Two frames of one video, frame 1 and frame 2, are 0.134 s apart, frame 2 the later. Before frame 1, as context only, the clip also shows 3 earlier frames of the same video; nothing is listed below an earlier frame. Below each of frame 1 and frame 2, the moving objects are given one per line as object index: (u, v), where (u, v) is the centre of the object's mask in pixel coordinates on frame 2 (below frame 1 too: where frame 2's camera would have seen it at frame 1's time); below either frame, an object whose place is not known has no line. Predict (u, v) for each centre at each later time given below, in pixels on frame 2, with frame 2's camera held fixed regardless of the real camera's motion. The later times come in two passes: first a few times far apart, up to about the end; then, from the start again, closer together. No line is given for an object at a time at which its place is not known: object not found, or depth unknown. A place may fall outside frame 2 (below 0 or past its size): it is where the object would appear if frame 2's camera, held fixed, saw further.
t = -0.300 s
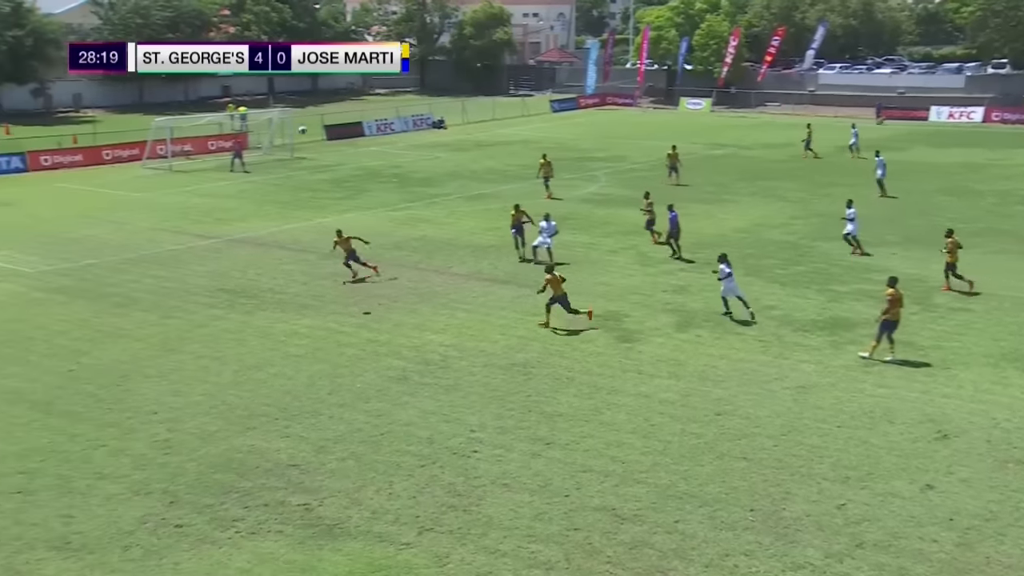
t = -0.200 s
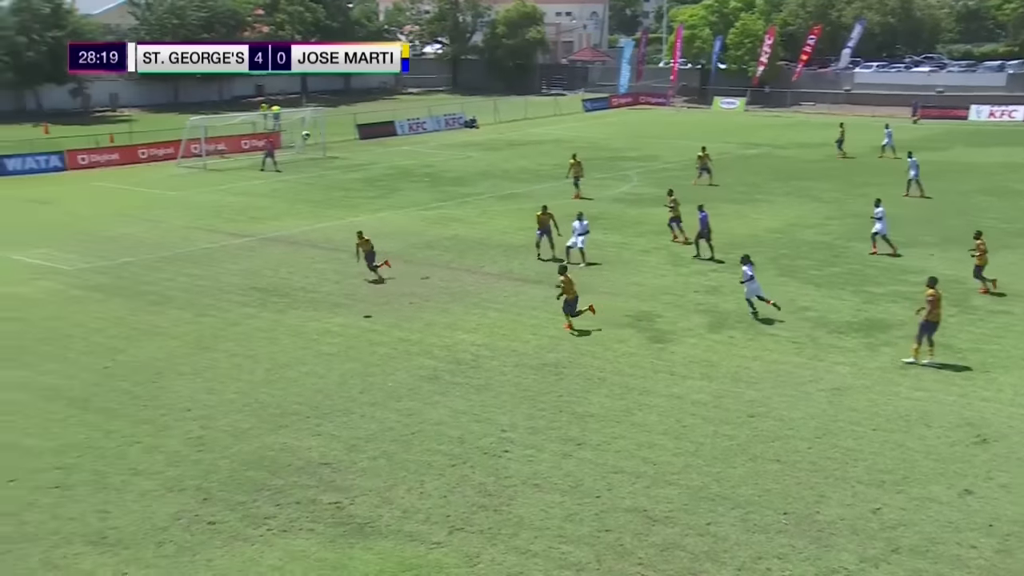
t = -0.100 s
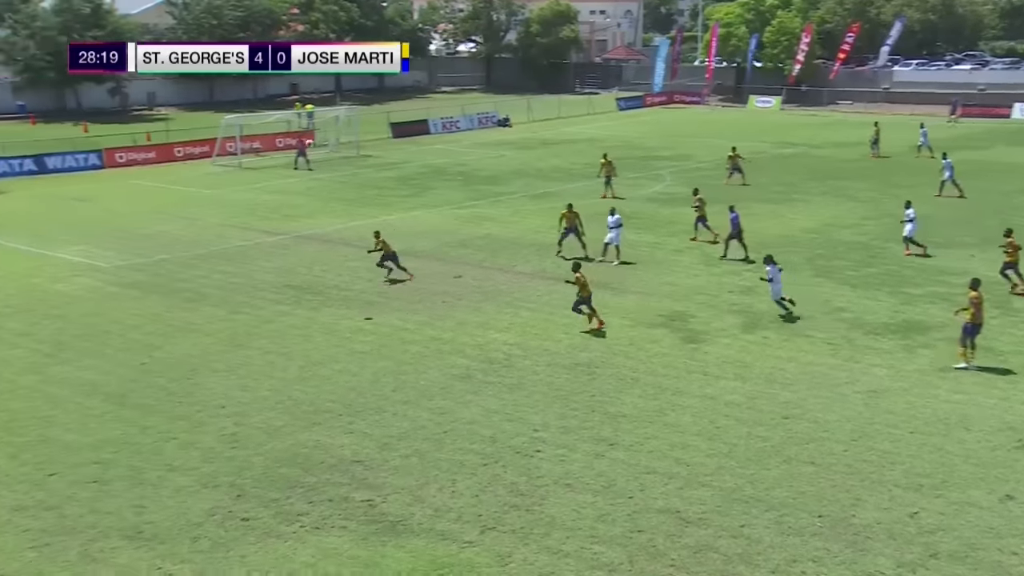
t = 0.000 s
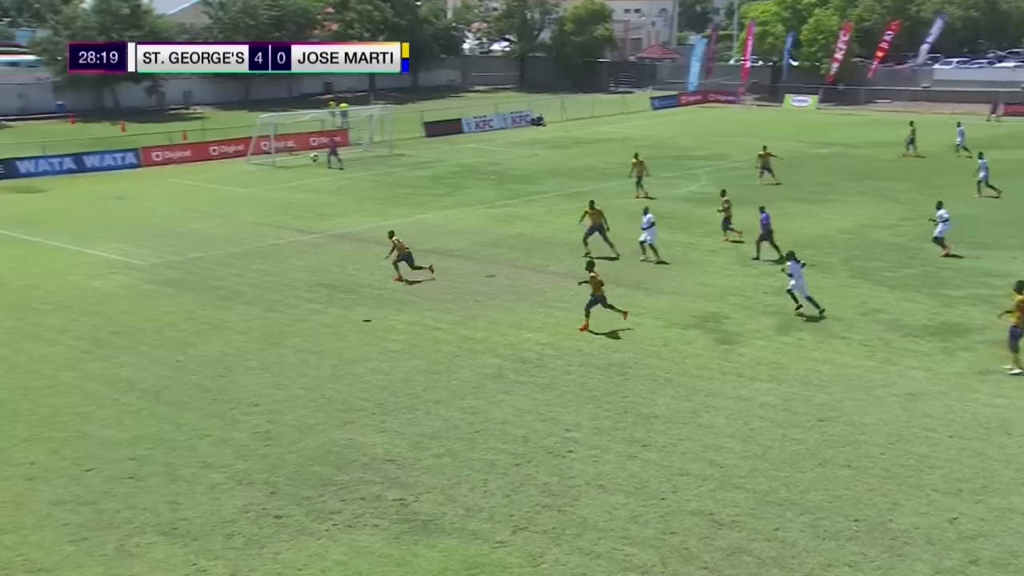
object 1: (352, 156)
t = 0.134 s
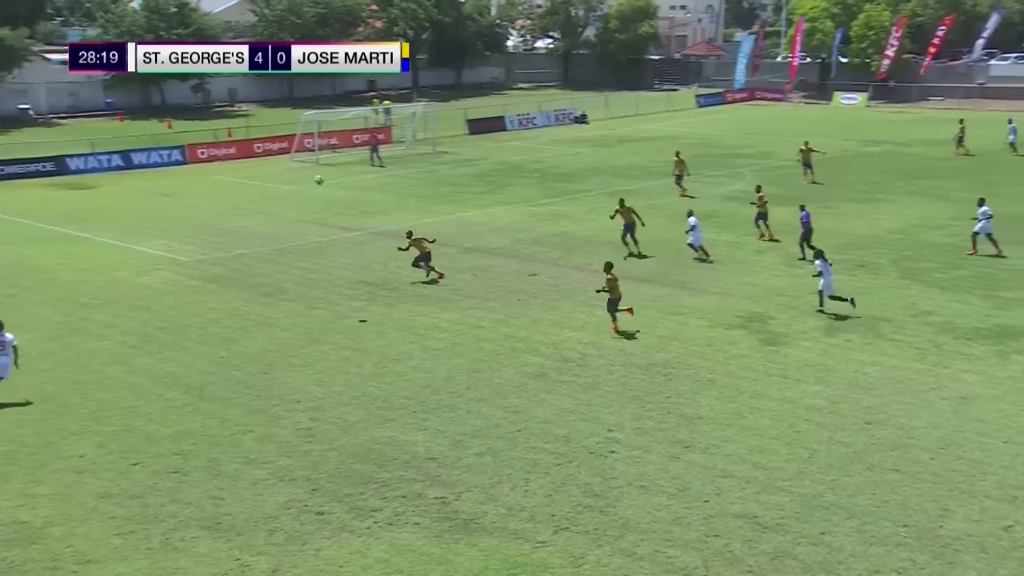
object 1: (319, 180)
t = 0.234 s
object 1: (292, 203)
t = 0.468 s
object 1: (228, 275)
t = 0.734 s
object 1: (168, 286)
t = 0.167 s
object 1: (310, 187)
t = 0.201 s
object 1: (301, 195)
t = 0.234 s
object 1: (292, 203)
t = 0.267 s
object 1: (284, 212)
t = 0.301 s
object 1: (274, 221)
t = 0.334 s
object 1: (265, 232)
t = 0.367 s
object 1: (255, 241)
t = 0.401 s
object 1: (247, 253)
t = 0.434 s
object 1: (237, 264)
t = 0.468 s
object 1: (228, 275)
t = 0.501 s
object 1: (219, 288)
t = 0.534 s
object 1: (208, 301)
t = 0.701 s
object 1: (174, 293)
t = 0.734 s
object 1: (168, 286)
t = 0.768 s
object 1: (163, 280)
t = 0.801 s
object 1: (156, 274)
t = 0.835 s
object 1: (150, 268)
